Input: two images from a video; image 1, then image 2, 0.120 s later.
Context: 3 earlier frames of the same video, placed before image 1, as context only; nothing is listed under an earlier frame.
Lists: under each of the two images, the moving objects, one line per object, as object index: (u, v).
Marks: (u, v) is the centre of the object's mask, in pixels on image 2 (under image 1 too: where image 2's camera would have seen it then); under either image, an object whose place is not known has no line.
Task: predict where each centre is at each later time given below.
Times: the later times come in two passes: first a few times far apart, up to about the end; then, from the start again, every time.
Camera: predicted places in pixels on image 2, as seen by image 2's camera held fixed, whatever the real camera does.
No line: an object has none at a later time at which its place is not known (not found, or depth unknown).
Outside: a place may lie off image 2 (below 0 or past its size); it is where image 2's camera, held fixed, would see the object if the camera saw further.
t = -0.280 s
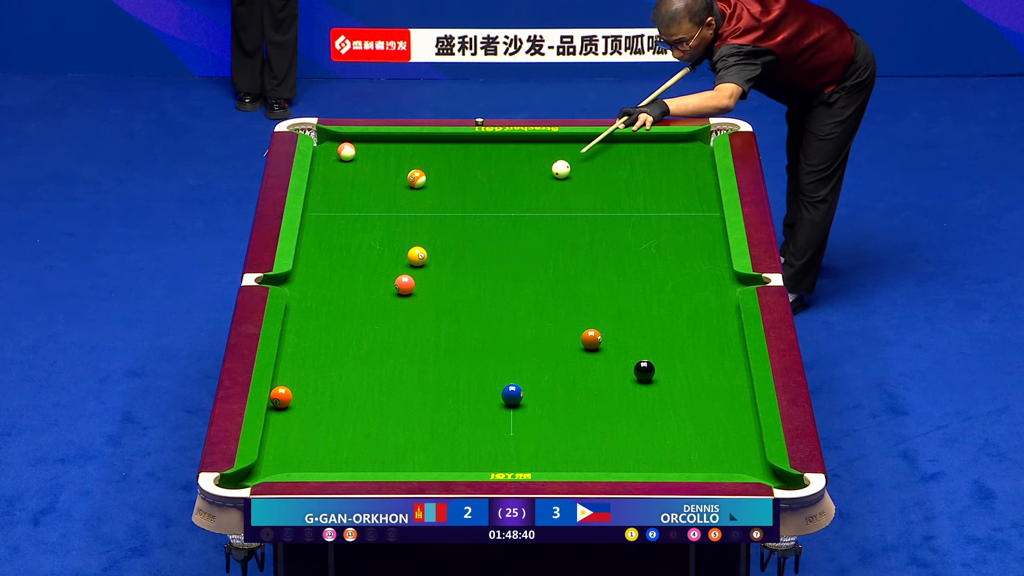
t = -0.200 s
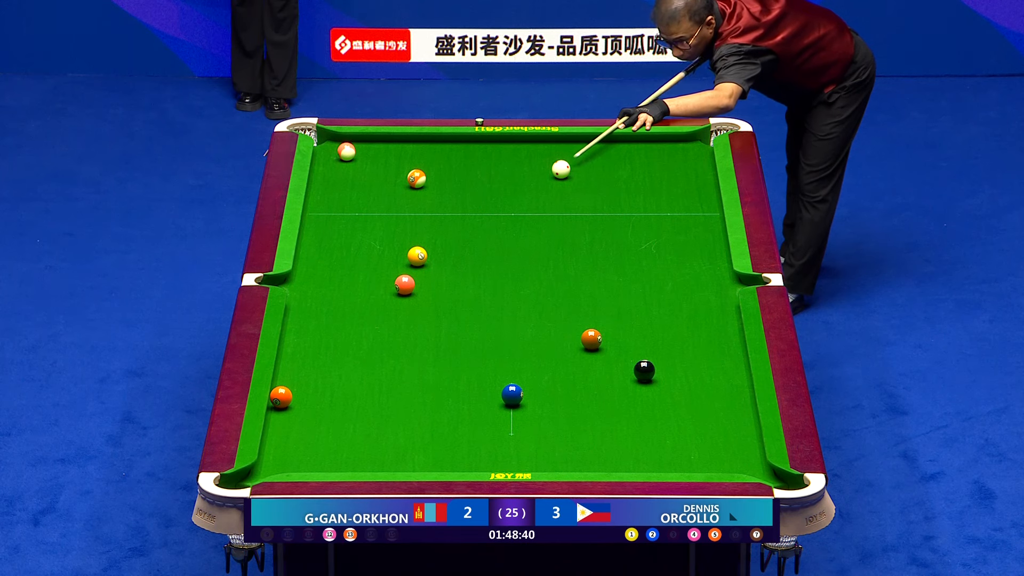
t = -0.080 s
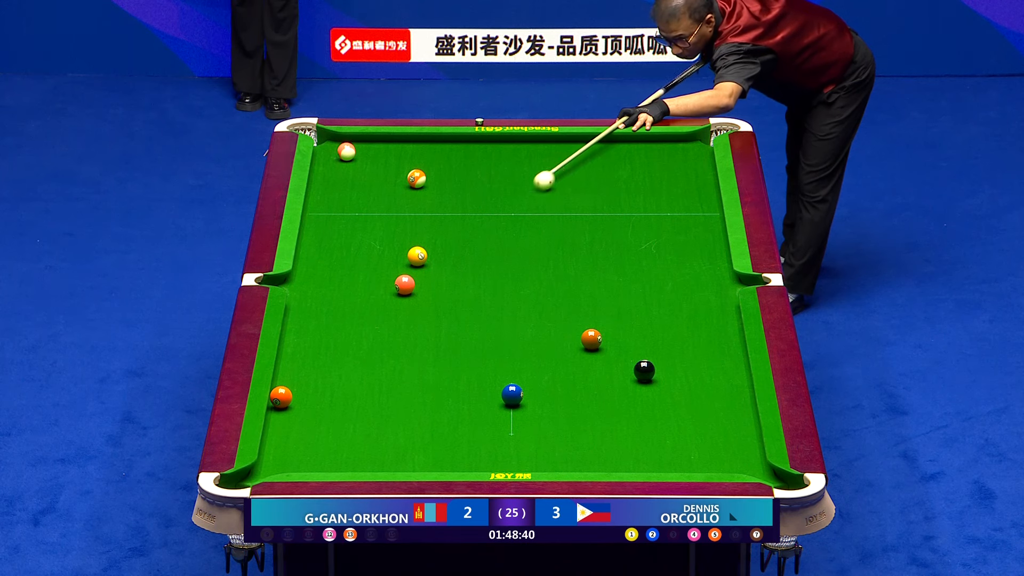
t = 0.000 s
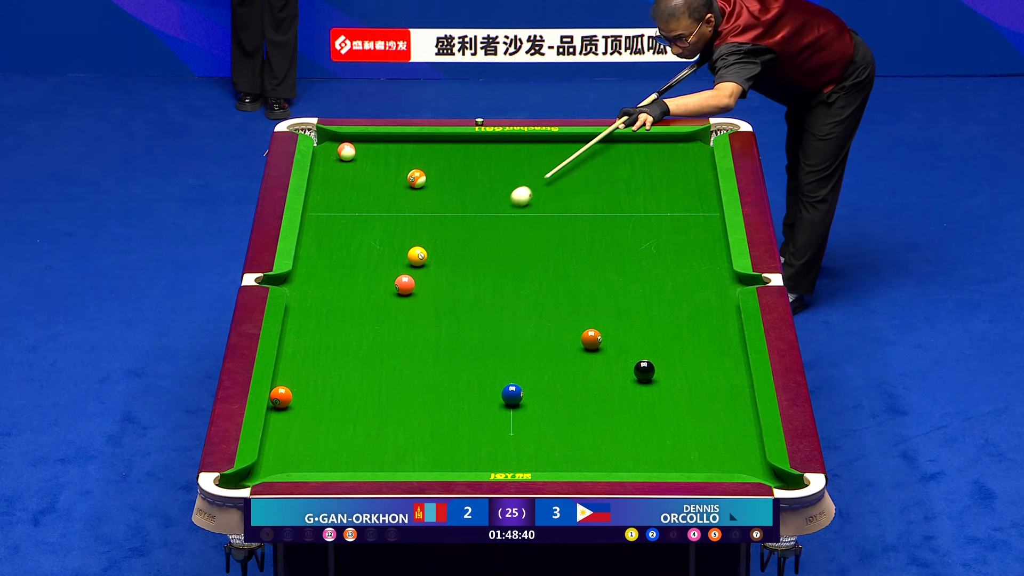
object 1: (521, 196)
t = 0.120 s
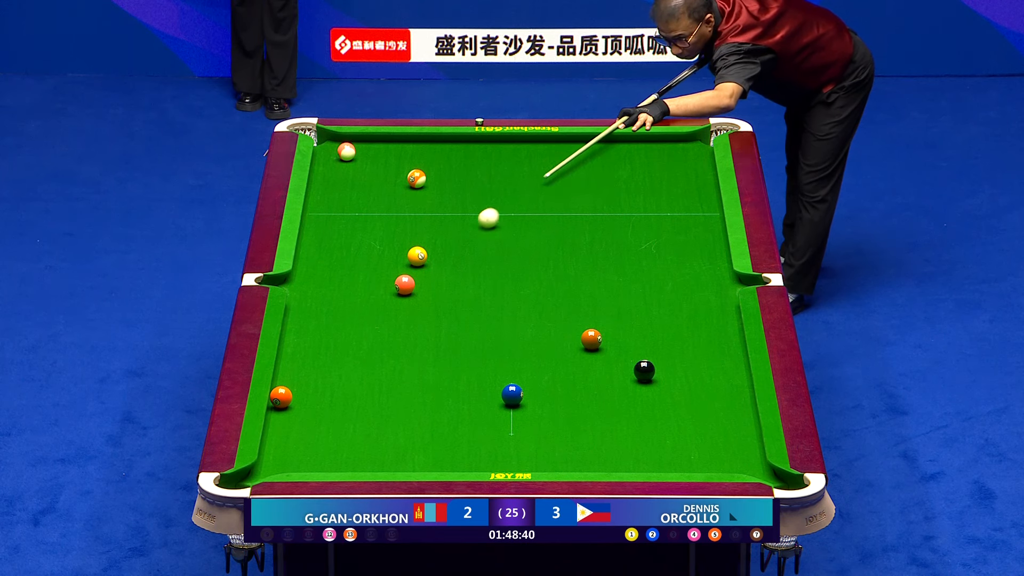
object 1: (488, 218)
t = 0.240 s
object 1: (457, 239)
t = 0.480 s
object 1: (448, 271)
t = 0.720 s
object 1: (452, 301)
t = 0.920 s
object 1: (456, 328)
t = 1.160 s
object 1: (460, 359)
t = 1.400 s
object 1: (464, 392)
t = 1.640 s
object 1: (468, 426)
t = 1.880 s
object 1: (473, 460)
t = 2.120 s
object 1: (469, 455)
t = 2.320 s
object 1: (464, 440)
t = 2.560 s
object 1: (459, 423)
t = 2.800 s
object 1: (453, 408)
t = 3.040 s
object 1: (448, 393)
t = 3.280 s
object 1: (444, 380)
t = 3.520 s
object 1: (439, 368)
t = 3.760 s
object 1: (435, 357)
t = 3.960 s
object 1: (431, 348)
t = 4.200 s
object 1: (428, 338)
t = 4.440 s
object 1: (424, 329)
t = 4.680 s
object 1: (420, 321)
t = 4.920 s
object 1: (417, 314)
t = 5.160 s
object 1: (414, 307)
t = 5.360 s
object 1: (412, 302)
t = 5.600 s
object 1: (410, 297)
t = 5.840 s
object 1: (408, 292)
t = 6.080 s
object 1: (407, 291)
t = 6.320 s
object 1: (407, 291)
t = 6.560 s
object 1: (407, 291)
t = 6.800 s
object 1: (407, 291)
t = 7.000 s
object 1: (407, 292)
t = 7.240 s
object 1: (407, 291)
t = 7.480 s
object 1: (407, 292)
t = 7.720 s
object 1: (407, 292)
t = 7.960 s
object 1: (407, 292)
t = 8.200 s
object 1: (407, 292)
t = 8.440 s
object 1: (407, 291)
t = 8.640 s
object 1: (407, 291)
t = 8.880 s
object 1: (407, 292)
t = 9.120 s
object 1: (407, 291)
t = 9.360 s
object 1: (407, 291)
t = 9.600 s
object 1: (407, 291)
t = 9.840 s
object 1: (407, 292)
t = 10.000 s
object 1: (407, 291)
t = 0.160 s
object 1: (478, 225)
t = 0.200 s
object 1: (468, 232)
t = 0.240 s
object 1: (457, 239)
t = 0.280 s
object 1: (447, 245)
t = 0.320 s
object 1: (436, 252)
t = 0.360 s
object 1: (439, 257)
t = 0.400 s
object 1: (443, 262)
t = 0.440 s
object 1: (446, 266)
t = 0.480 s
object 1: (448, 271)
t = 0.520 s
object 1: (449, 276)
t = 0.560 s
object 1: (450, 281)
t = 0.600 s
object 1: (450, 286)
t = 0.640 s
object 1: (451, 291)
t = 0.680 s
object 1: (452, 296)
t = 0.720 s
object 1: (452, 301)
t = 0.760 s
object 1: (453, 307)
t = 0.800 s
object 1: (454, 312)
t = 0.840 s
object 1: (454, 317)
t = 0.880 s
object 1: (455, 322)
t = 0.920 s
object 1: (456, 328)
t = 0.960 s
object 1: (456, 333)
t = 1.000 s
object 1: (457, 338)
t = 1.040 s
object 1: (458, 343)
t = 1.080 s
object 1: (458, 349)
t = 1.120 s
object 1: (459, 354)
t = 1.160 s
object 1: (460, 359)
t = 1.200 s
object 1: (460, 365)
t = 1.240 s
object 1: (461, 370)
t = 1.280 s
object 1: (462, 376)
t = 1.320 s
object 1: (462, 381)
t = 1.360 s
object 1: (463, 387)
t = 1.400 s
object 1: (464, 392)
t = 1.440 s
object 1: (464, 398)
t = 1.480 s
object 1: (465, 403)
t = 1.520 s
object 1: (466, 409)
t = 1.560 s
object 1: (466, 415)
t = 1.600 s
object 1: (467, 420)
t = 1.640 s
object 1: (468, 426)
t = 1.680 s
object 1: (469, 432)
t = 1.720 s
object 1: (470, 437)
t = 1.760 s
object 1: (470, 443)
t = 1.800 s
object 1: (471, 449)
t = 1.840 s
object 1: (472, 455)
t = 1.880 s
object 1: (473, 460)
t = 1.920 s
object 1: (473, 464)
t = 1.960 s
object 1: (474, 467)
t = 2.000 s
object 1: (473, 464)
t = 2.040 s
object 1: (471, 461)
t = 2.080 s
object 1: (470, 458)
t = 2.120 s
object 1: (469, 455)
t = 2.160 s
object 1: (468, 452)
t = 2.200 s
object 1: (467, 448)
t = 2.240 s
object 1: (466, 446)
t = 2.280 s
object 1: (465, 443)
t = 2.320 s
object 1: (464, 440)
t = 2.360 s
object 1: (463, 437)
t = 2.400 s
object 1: (463, 434)
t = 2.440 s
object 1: (461, 431)
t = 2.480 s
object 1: (461, 428)
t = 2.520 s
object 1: (460, 426)
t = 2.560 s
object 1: (459, 423)
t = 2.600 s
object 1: (458, 420)
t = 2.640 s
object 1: (457, 418)
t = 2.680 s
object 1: (456, 415)
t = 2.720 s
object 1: (455, 413)
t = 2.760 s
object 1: (454, 410)
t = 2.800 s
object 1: (453, 408)
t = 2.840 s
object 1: (452, 405)
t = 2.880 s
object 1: (452, 403)
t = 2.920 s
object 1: (451, 400)
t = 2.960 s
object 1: (450, 398)
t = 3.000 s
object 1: (449, 396)
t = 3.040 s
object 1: (448, 393)
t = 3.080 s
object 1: (448, 391)
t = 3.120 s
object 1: (447, 389)
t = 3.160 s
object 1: (446, 387)
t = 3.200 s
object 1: (445, 384)
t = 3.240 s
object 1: (444, 382)
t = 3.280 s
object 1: (444, 380)
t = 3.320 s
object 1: (443, 378)
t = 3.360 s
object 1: (442, 376)
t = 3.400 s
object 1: (441, 374)
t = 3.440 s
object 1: (441, 372)
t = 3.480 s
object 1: (440, 370)
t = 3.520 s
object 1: (439, 368)
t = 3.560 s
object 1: (438, 366)
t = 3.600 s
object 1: (438, 364)
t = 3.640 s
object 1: (437, 362)
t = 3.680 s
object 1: (436, 360)
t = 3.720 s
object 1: (435, 358)
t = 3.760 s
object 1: (435, 357)
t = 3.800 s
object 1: (434, 355)
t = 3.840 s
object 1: (433, 353)
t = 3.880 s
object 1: (433, 351)
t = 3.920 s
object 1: (432, 349)
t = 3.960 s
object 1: (431, 348)
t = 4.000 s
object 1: (431, 346)
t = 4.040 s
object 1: (430, 344)
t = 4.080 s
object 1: (429, 343)
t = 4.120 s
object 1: (429, 341)
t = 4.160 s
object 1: (428, 340)
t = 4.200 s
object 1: (428, 338)
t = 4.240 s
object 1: (427, 336)
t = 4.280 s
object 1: (426, 335)
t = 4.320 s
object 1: (426, 334)
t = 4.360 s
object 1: (425, 332)
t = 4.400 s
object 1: (424, 330)
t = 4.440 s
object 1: (424, 329)
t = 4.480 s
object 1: (423, 328)
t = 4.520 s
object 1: (422, 326)
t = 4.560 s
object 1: (422, 325)
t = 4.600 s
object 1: (422, 324)
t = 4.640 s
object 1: (421, 322)
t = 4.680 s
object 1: (420, 321)
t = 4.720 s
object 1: (420, 320)
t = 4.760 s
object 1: (419, 318)
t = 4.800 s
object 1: (419, 317)
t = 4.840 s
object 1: (418, 316)
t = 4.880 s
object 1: (418, 315)
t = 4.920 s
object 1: (417, 314)
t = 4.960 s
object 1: (417, 313)
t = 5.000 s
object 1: (416, 311)
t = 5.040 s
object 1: (416, 310)
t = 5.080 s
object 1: (415, 309)
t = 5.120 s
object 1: (415, 308)
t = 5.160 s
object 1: (414, 307)
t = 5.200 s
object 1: (414, 306)
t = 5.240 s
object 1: (414, 305)
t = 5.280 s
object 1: (413, 304)
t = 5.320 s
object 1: (413, 303)
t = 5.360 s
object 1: (412, 302)
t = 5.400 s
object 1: (412, 301)
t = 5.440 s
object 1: (411, 300)
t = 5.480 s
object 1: (411, 299)
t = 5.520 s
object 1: (411, 298)
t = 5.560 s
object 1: (410, 298)
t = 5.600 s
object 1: (410, 297)
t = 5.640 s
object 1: (410, 296)
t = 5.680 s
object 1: (409, 295)
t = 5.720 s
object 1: (409, 294)
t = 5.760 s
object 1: (408, 294)
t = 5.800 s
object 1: (408, 293)
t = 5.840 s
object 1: (408, 292)
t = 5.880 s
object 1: (408, 292)
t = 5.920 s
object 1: (407, 292)
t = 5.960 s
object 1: (407, 292)
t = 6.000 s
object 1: (407, 291)
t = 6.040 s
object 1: (407, 291)
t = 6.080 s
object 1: (407, 291)
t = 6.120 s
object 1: (407, 291)
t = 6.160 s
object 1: (407, 291)
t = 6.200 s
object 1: (407, 291)
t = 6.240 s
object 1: (407, 291)
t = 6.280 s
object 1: (407, 291)
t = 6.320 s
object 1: (407, 291)
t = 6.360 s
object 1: (407, 291)
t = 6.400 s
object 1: (407, 291)
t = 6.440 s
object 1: (407, 291)
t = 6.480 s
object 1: (407, 291)
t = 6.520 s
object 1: (407, 291)
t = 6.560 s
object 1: (407, 291)
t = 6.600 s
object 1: (407, 291)
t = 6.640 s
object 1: (407, 291)
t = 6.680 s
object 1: (407, 291)
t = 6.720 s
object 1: (407, 291)
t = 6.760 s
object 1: (407, 291)
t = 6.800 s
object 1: (407, 291)
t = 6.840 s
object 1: (407, 292)
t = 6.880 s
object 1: (407, 291)
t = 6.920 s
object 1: (407, 291)
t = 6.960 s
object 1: (407, 291)
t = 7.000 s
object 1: (407, 292)
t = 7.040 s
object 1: (407, 292)
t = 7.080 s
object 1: (407, 292)
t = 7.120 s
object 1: (407, 292)
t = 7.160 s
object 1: (407, 291)
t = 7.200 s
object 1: (407, 292)
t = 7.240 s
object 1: (407, 291)
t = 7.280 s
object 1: (407, 292)
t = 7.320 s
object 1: (407, 292)
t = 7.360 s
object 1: (407, 291)
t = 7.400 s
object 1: (407, 291)
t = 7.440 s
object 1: (407, 291)
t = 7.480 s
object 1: (407, 292)
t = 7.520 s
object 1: (407, 292)
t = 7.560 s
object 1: (407, 292)
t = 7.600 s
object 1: (407, 292)
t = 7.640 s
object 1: (407, 291)
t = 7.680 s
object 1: (407, 292)
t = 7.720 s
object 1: (407, 292)
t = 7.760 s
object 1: (407, 292)
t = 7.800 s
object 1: (407, 292)
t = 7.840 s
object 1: (407, 292)
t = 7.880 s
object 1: (407, 292)
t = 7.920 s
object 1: (407, 292)
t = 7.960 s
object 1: (407, 292)
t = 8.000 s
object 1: (407, 292)
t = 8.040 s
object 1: (407, 292)
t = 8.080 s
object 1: (407, 292)
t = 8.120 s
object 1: (407, 292)
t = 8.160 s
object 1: (407, 292)
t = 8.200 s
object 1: (407, 292)
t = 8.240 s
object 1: (407, 292)
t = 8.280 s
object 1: (407, 292)
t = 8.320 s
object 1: (407, 292)
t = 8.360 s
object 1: (407, 292)
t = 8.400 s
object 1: (407, 291)
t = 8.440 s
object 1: (407, 291)
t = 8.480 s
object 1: (407, 292)
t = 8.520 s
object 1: (407, 291)
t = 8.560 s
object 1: (407, 291)
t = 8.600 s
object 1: (407, 291)
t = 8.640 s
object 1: (407, 291)
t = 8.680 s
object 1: (407, 292)
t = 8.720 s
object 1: (407, 291)
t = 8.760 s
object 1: (407, 291)
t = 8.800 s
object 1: (407, 291)
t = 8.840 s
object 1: (407, 292)
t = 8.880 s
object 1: (407, 292)
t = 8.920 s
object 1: (407, 291)
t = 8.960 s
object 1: (407, 291)
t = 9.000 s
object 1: (407, 291)
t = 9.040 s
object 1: (407, 291)
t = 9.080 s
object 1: (407, 292)
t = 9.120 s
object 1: (407, 291)
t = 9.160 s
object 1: (407, 291)
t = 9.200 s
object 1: (407, 292)
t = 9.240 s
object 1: (407, 291)
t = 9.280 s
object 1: (407, 291)
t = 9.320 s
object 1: (407, 291)
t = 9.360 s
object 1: (407, 291)
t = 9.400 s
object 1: (407, 292)
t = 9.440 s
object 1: (407, 291)
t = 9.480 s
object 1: (407, 291)
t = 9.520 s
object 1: (407, 291)
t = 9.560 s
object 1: (407, 291)
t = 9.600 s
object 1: (407, 291)
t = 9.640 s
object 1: (407, 292)
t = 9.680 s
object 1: (407, 291)
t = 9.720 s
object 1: (407, 291)
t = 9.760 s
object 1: (407, 291)
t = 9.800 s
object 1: (407, 291)
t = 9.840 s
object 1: (407, 292)
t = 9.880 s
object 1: (407, 291)
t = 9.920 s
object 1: (407, 291)
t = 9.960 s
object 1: (407, 291)
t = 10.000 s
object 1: (407, 291)
